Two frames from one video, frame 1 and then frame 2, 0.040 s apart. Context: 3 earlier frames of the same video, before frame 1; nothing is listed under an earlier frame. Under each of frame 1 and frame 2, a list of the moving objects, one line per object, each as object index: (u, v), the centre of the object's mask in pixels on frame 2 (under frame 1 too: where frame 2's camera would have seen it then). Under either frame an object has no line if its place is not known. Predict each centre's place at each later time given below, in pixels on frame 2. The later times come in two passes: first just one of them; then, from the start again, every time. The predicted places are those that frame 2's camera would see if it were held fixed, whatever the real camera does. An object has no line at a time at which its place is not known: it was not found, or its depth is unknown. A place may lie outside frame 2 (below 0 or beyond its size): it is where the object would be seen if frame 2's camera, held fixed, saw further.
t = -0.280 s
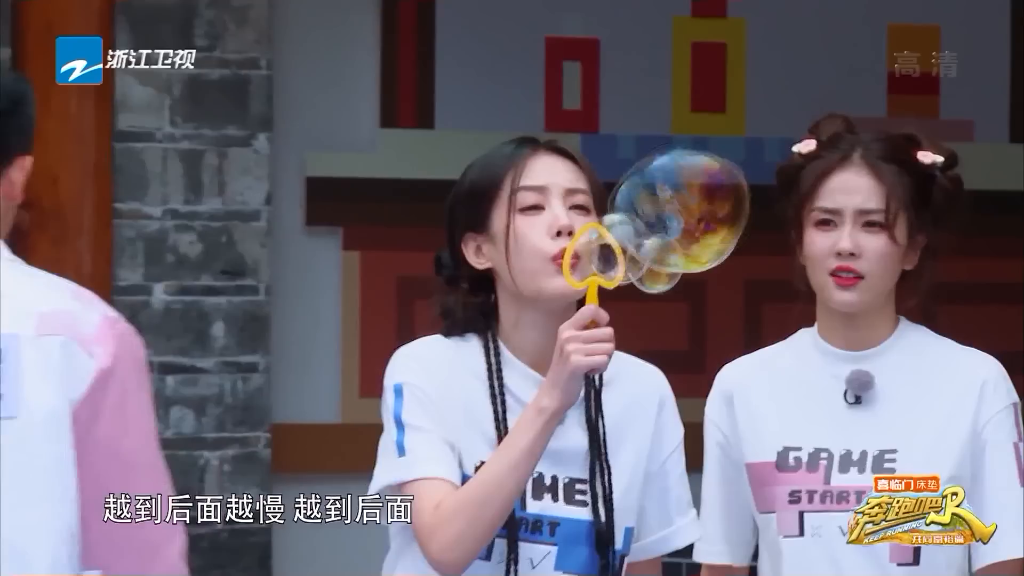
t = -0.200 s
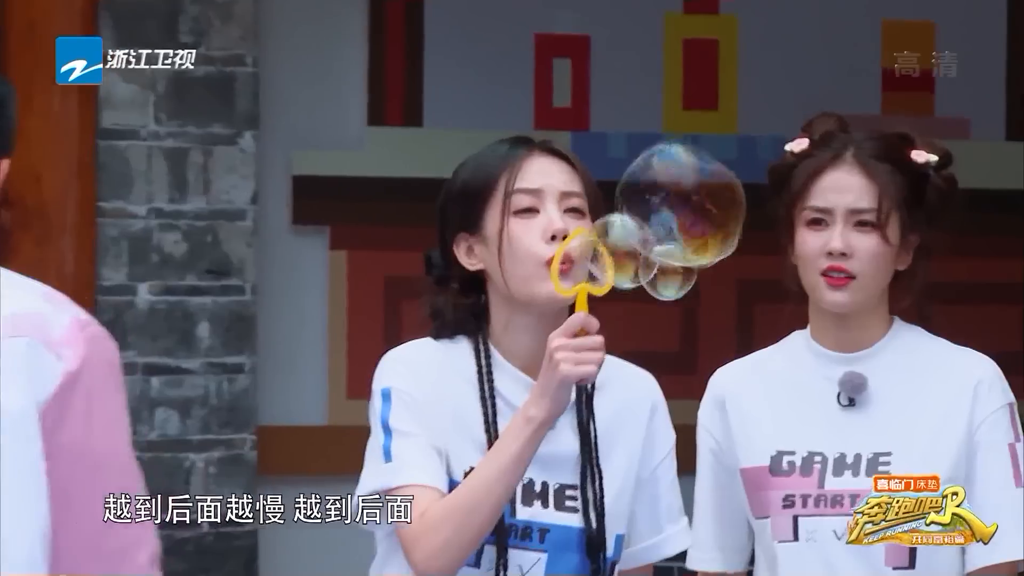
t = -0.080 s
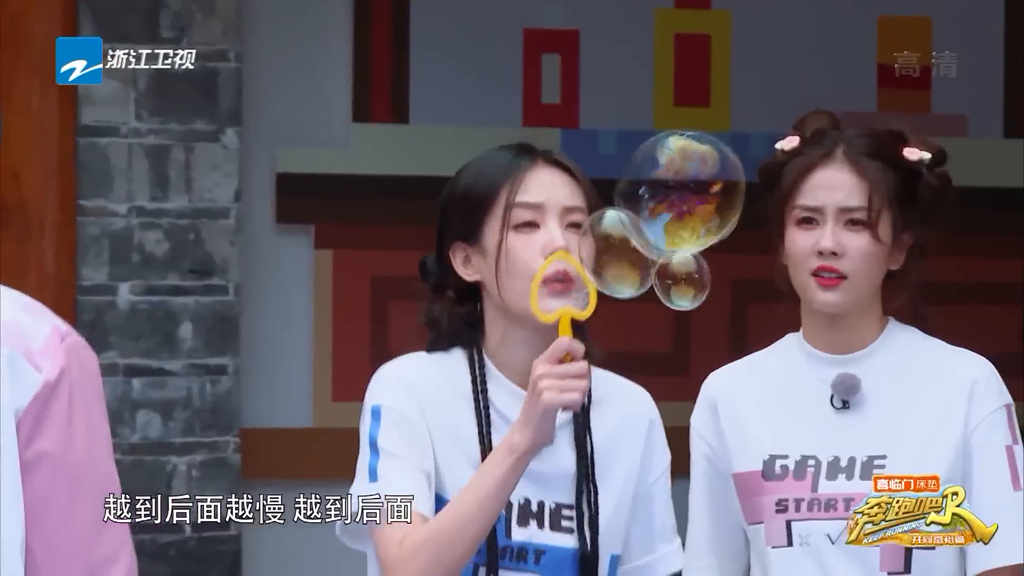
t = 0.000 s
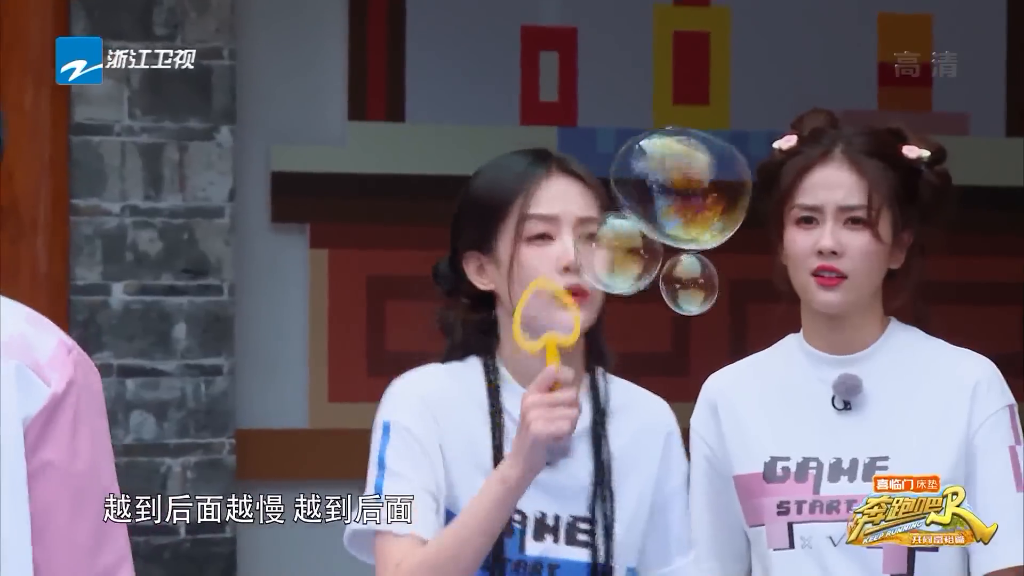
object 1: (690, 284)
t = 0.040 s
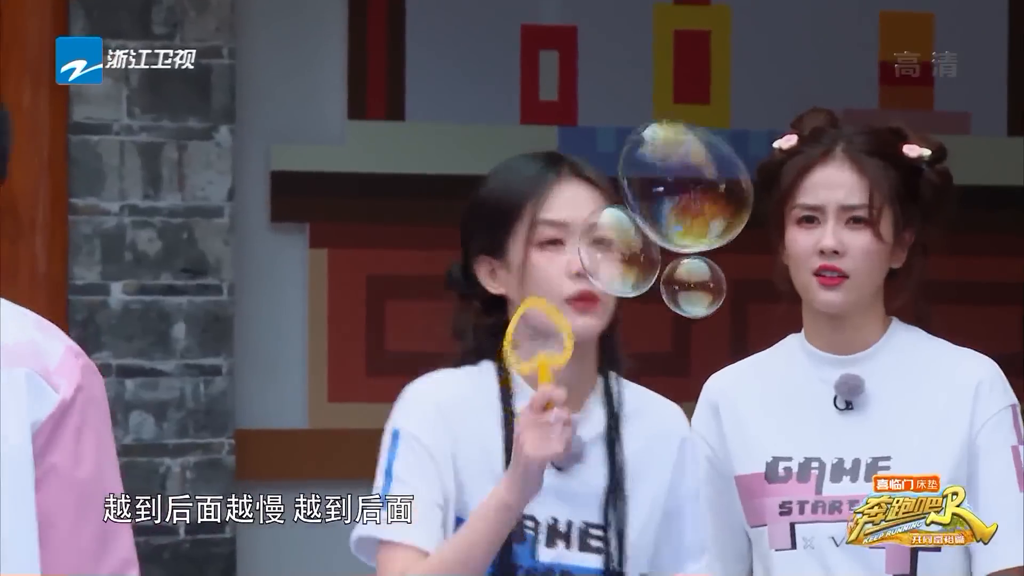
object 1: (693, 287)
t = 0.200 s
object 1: (702, 295)
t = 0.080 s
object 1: (696, 288)
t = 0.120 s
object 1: (699, 291)
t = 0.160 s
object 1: (700, 293)
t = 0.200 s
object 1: (702, 295)
